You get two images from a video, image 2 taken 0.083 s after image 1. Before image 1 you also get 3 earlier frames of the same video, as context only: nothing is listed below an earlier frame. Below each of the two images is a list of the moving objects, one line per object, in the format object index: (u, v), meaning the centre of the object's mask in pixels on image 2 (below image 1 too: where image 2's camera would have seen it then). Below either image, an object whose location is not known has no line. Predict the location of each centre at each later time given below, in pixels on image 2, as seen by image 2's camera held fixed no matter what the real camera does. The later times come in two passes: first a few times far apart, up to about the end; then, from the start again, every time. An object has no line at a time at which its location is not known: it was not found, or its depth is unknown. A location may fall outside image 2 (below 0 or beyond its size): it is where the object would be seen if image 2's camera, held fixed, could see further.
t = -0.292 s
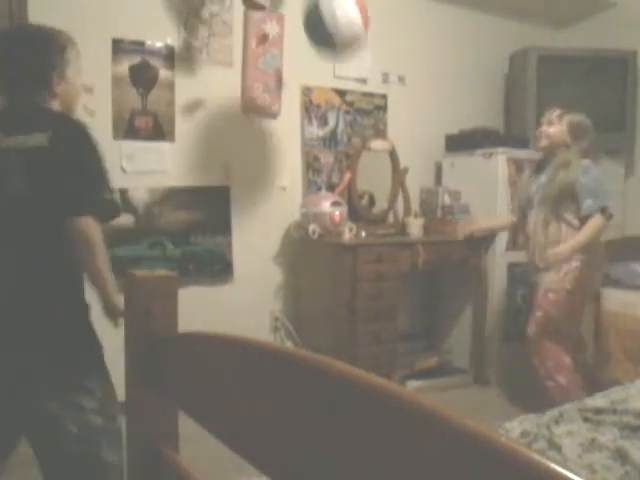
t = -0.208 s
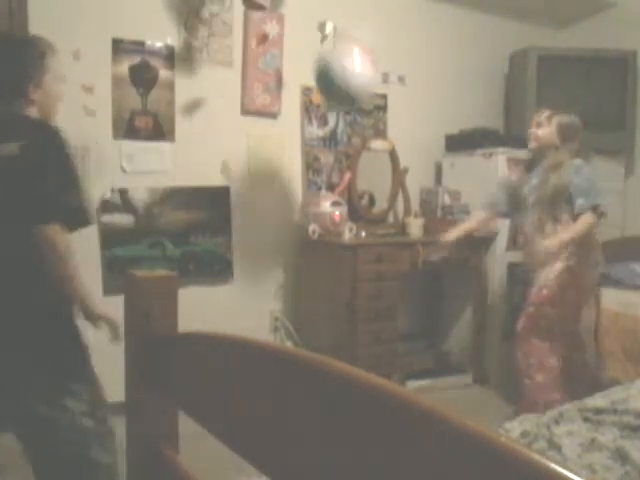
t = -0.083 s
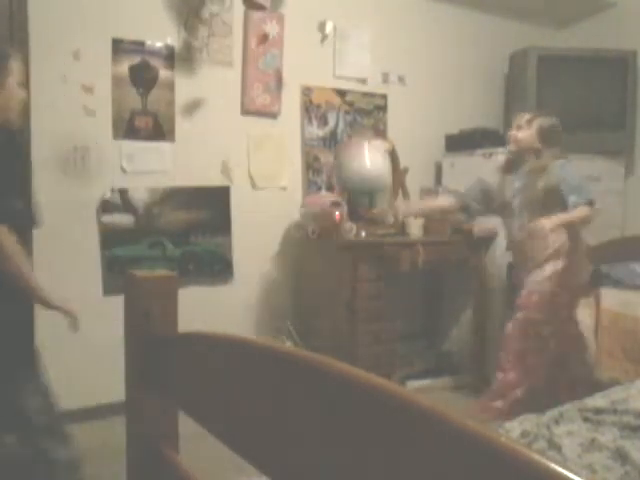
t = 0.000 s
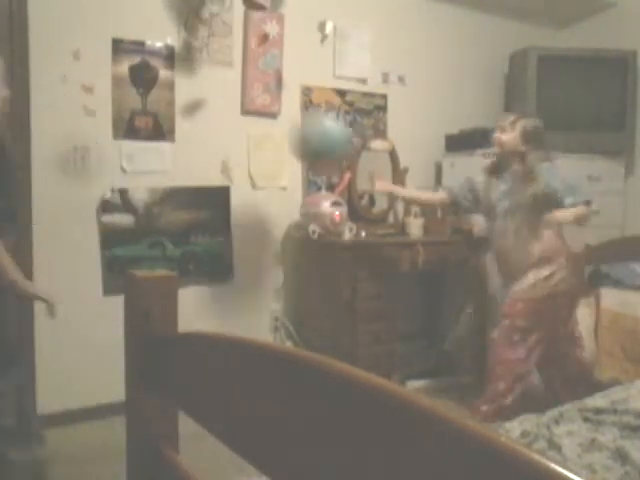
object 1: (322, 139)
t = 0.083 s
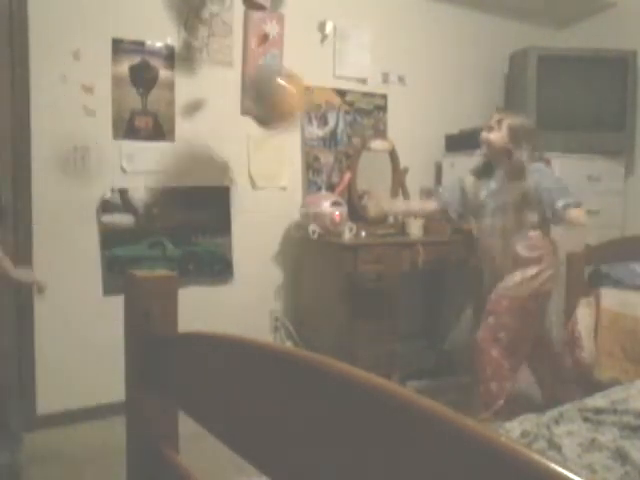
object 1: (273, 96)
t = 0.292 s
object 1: (159, 34)
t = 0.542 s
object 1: (25, 80)
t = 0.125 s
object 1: (252, 78)
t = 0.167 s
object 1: (230, 61)
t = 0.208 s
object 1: (205, 49)
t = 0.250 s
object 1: (180, 42)
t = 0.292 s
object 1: (159, 34)
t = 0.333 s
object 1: (132, 34)
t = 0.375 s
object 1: (109, 44)
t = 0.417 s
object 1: (86, 42)
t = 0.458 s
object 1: (61, 50)
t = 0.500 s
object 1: (44, 63)
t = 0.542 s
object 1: (25, 80)
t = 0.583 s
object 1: (18, 93)
